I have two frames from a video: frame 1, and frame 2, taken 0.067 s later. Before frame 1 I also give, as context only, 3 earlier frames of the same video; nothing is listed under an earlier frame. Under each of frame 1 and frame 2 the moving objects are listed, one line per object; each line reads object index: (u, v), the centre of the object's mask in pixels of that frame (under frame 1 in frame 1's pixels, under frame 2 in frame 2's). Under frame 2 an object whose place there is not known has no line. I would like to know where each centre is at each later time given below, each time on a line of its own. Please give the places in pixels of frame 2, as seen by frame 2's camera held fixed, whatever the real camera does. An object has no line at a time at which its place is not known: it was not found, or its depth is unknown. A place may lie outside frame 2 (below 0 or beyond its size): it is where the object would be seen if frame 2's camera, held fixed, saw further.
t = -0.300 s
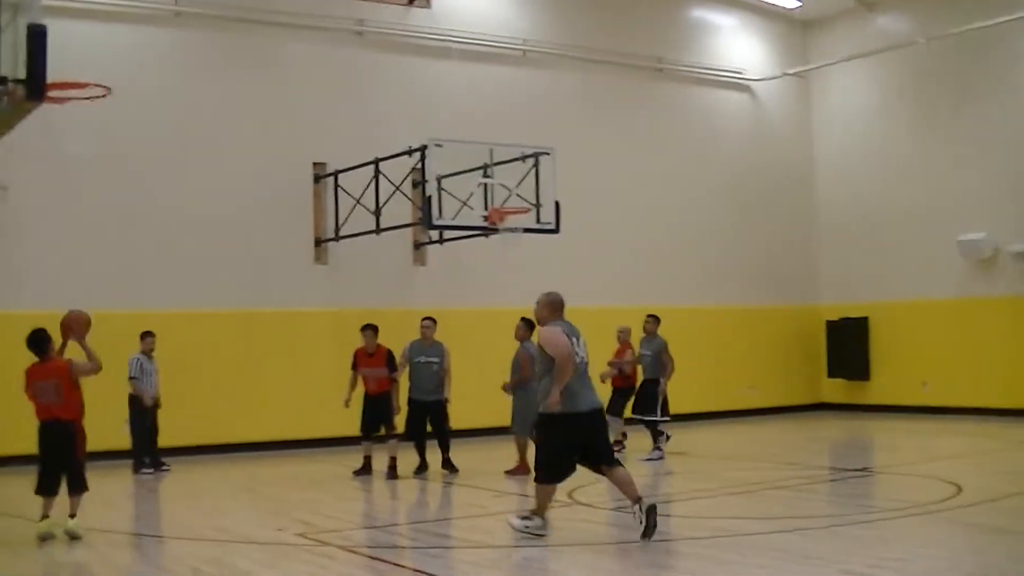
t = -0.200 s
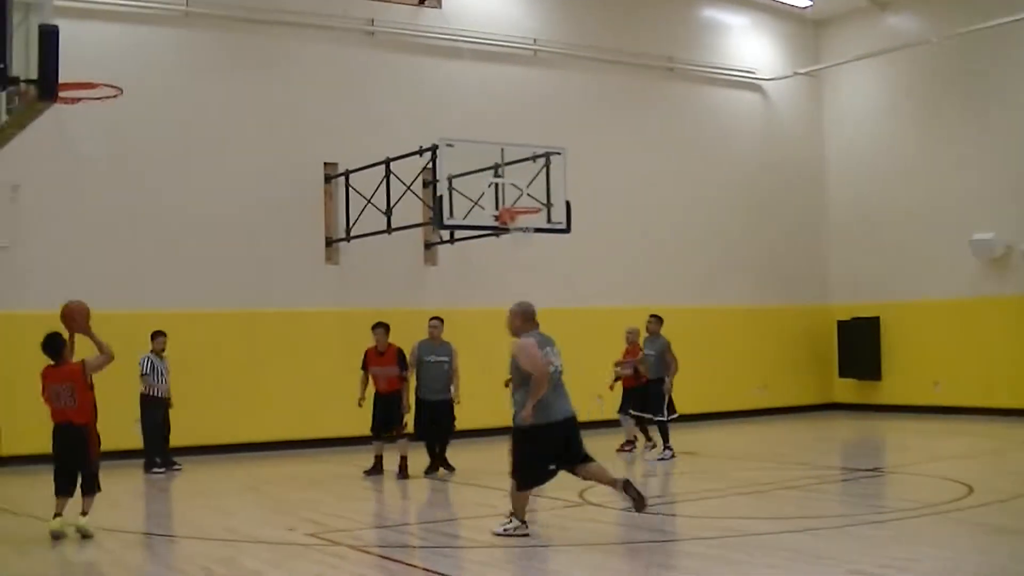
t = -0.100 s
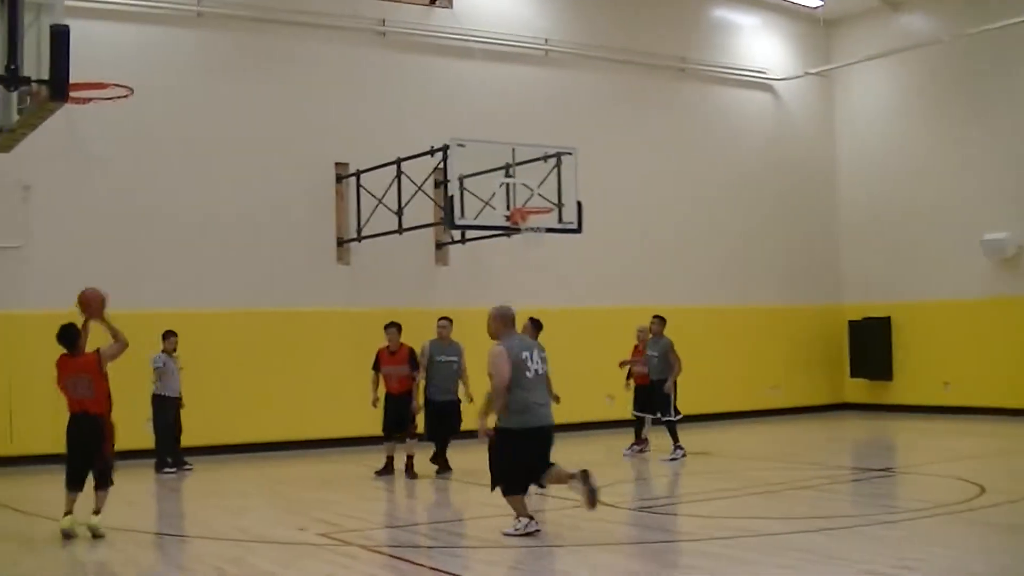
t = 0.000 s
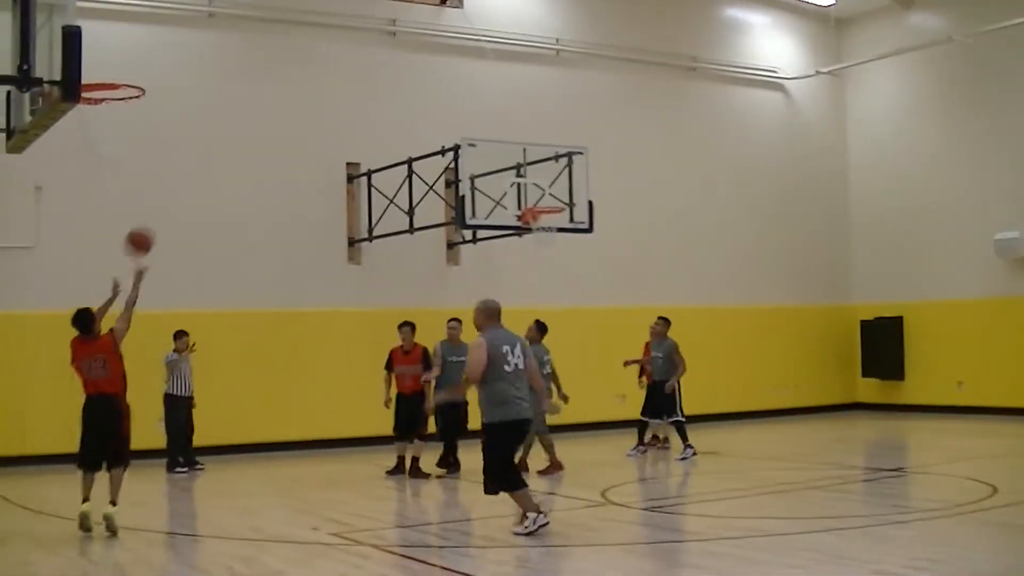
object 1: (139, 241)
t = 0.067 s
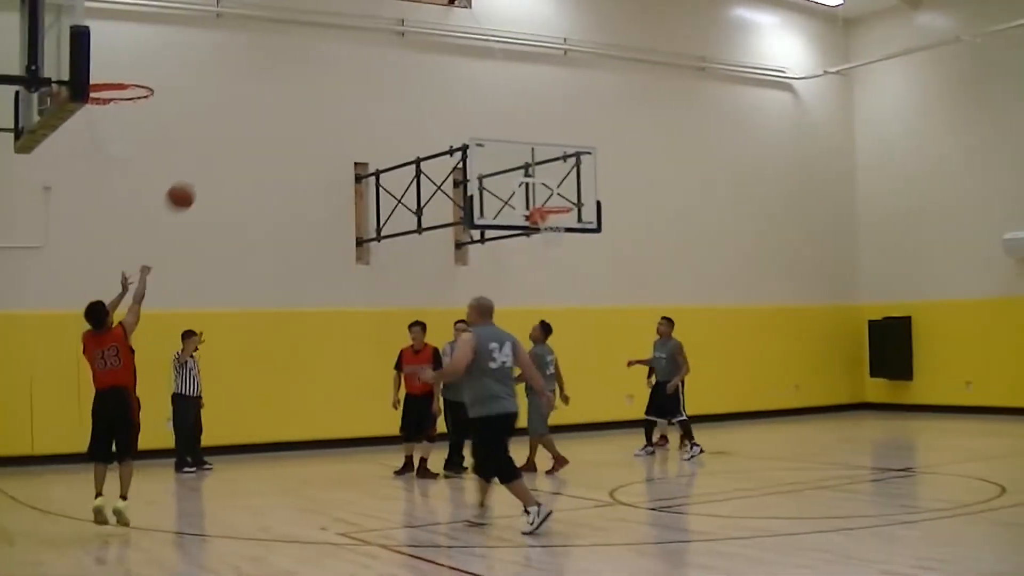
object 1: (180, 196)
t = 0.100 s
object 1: (196, 177)
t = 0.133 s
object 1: (211, 159)
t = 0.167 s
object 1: (227, 143)
